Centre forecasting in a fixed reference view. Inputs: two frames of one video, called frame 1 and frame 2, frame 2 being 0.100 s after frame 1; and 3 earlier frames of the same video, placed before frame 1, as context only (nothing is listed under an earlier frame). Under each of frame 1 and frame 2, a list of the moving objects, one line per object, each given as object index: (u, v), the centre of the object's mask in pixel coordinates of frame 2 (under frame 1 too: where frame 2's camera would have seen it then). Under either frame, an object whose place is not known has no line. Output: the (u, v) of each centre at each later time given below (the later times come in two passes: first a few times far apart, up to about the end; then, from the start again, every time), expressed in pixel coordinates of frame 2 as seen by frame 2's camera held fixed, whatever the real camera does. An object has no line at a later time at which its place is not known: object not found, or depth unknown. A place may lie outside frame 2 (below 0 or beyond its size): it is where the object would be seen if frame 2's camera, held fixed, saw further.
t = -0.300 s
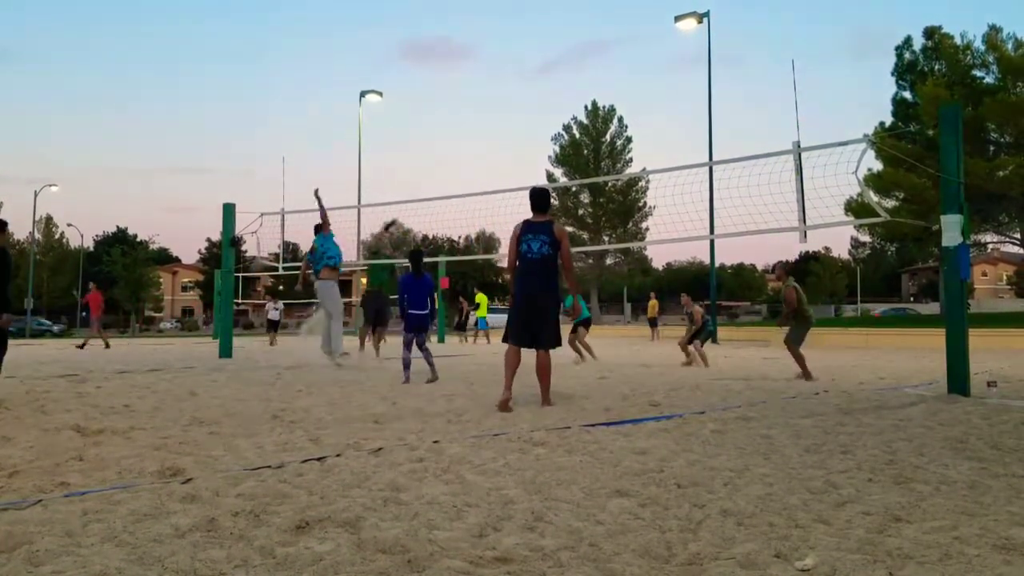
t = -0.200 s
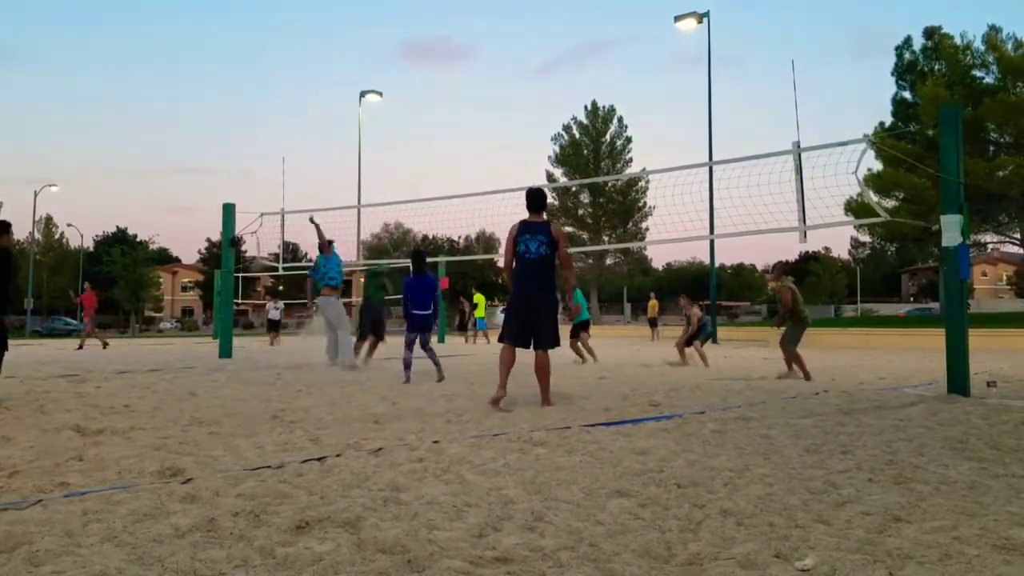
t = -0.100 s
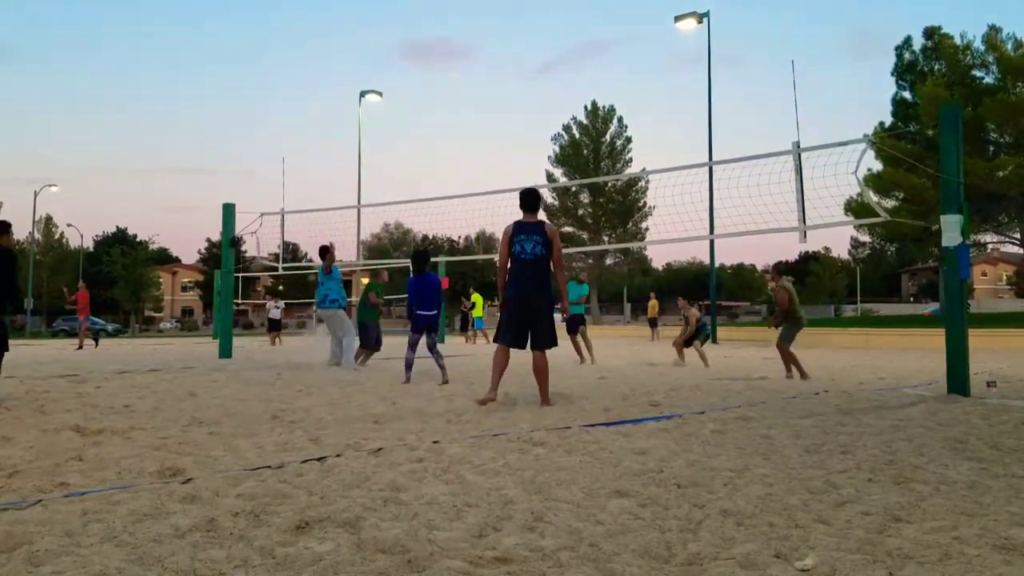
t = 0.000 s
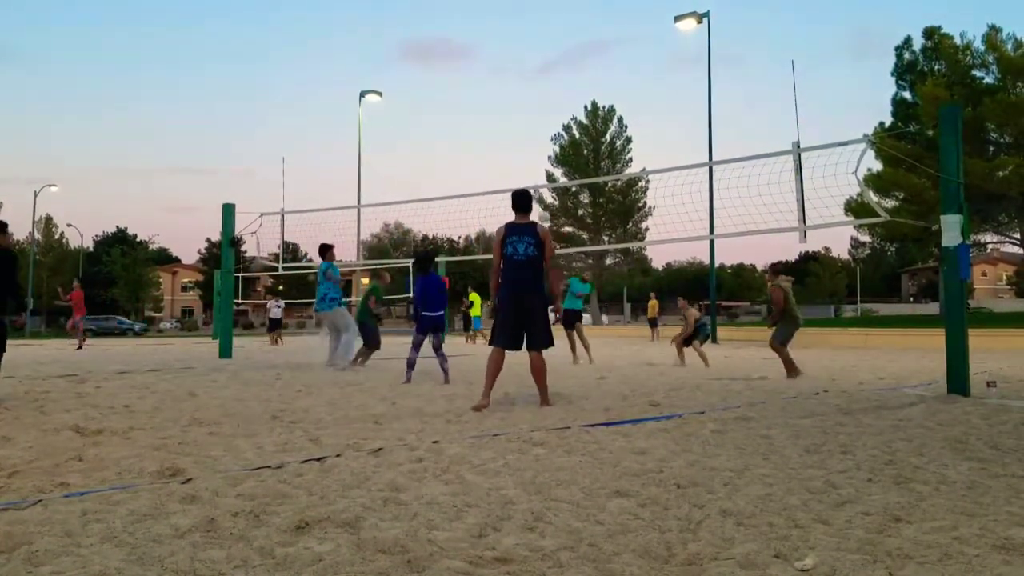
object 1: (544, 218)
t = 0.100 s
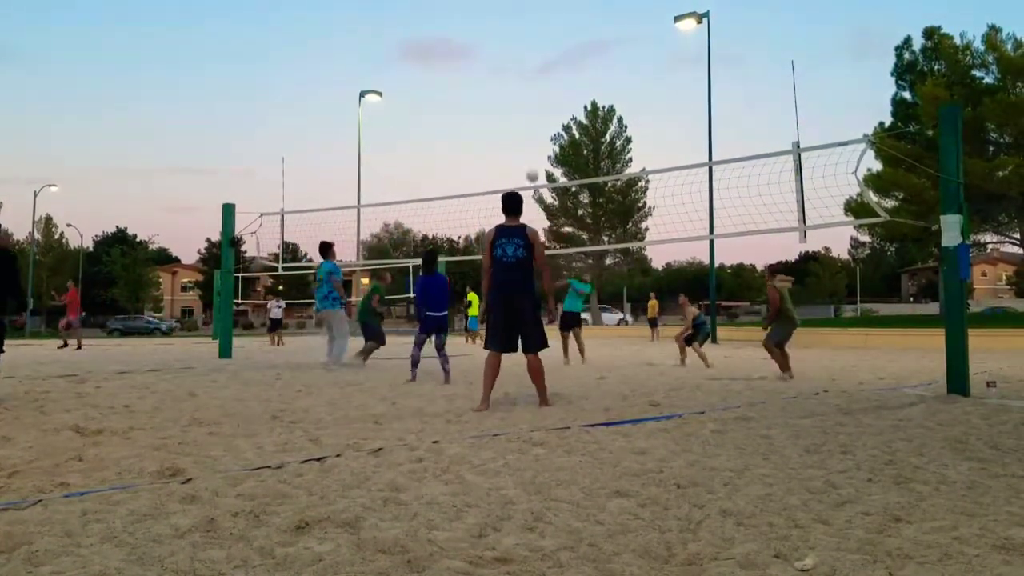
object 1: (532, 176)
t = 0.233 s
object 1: (519, 132)
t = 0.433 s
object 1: (502, 86)
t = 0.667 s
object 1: (483, 62)
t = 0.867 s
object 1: (469, 65)
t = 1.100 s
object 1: (452, 95)
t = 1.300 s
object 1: (438, 142)
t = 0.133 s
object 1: (529, 164)
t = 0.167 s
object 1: (526, 153)
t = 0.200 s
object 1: (522, 141)
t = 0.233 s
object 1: (519, 132)
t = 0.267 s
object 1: (516, 123)
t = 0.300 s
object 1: (513, 114)
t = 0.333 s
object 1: (510, 106)
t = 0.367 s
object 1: (507, 99)
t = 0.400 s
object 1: (504, 92)
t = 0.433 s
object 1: (502, 86)
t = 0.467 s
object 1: (499, 81)
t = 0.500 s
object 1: (496, 76)
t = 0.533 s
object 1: (493, 72)
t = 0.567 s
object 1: (491, 69)
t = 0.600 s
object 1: (488, 66)
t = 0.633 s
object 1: (486, 63)
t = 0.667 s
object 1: (483, 62)
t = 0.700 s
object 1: (481, 61)
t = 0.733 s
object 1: (478, 61)
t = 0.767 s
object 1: (476, 61)
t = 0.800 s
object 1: (473, 62)
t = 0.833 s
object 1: (471, 63)
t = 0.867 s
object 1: (469, 65)
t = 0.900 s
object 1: (466, 68)
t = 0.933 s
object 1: (464, 71)
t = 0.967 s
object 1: (462, 75)
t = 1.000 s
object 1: (459, 79)
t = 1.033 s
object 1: (457, 84)
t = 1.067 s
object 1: (455, 89)
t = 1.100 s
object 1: (452, 95)
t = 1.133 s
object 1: (450, 102)
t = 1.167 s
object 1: (448, 109)
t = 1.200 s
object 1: (445, 117)
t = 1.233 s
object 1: (443, 124)
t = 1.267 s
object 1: (441, 133)
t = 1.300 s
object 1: (438, 142)
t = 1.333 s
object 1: (436, 152)
